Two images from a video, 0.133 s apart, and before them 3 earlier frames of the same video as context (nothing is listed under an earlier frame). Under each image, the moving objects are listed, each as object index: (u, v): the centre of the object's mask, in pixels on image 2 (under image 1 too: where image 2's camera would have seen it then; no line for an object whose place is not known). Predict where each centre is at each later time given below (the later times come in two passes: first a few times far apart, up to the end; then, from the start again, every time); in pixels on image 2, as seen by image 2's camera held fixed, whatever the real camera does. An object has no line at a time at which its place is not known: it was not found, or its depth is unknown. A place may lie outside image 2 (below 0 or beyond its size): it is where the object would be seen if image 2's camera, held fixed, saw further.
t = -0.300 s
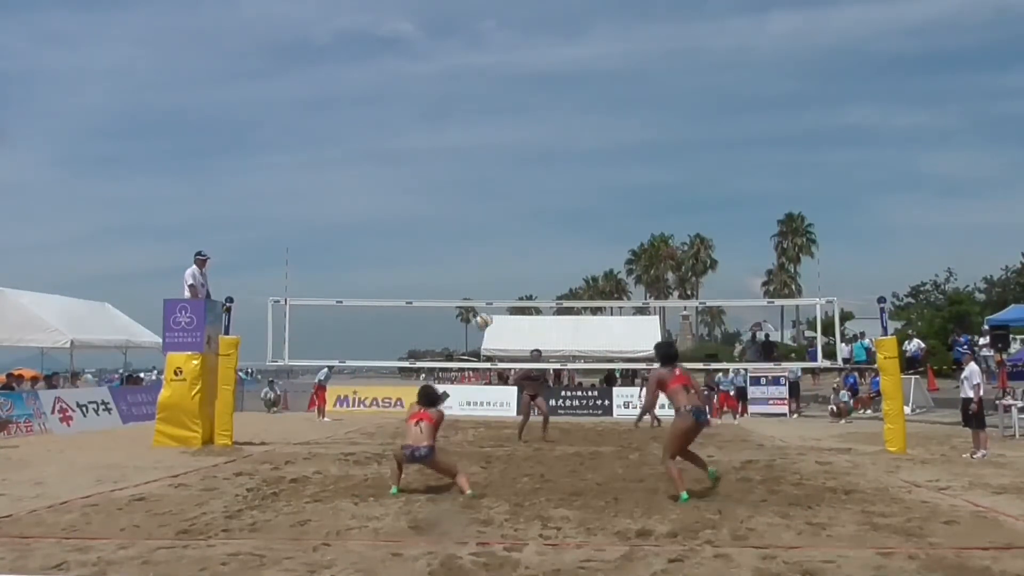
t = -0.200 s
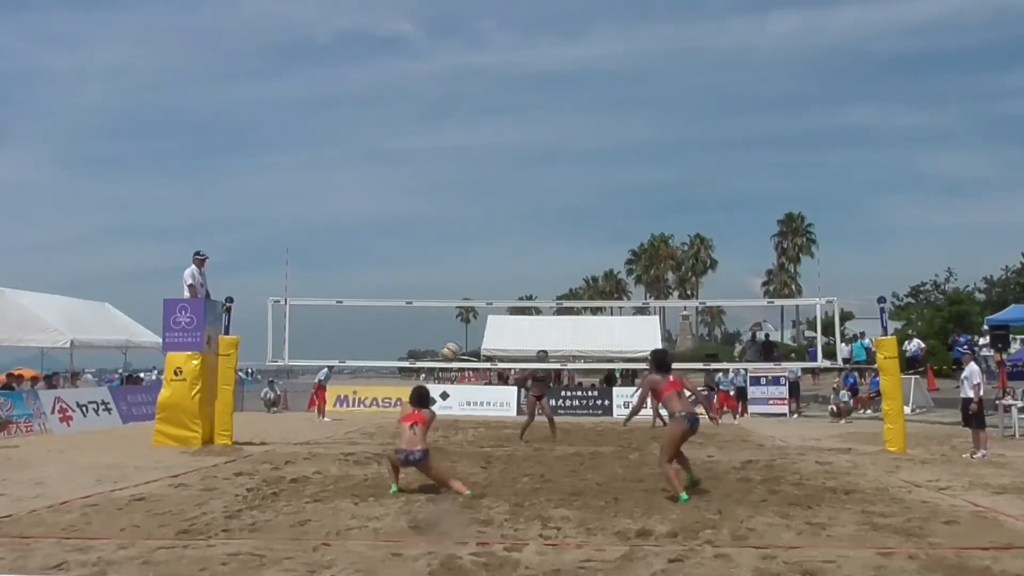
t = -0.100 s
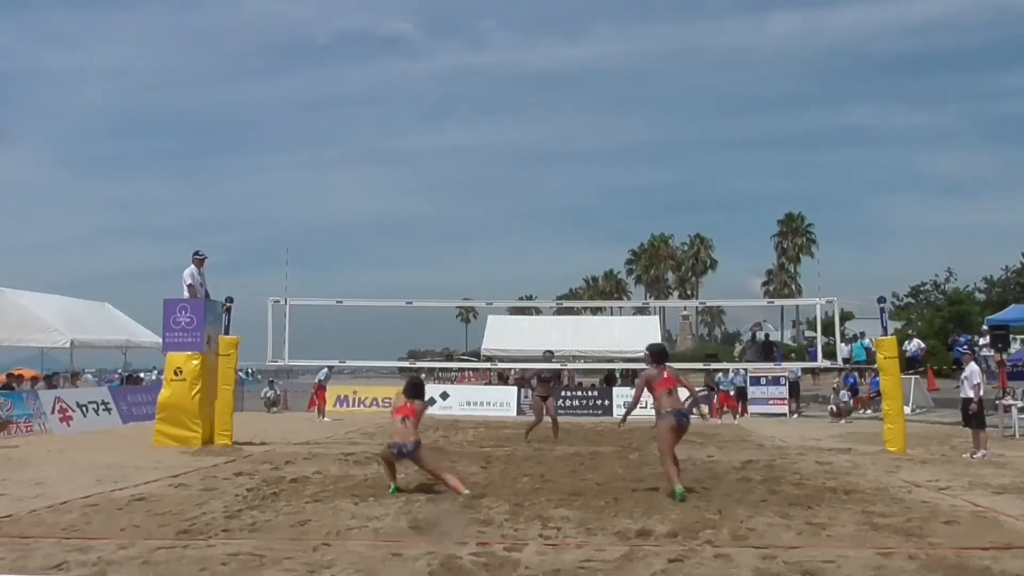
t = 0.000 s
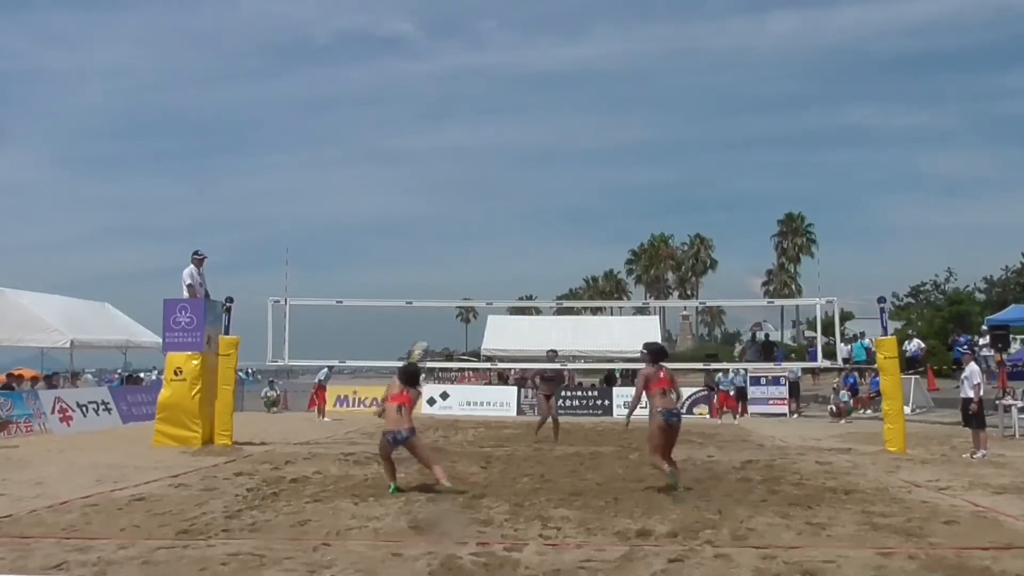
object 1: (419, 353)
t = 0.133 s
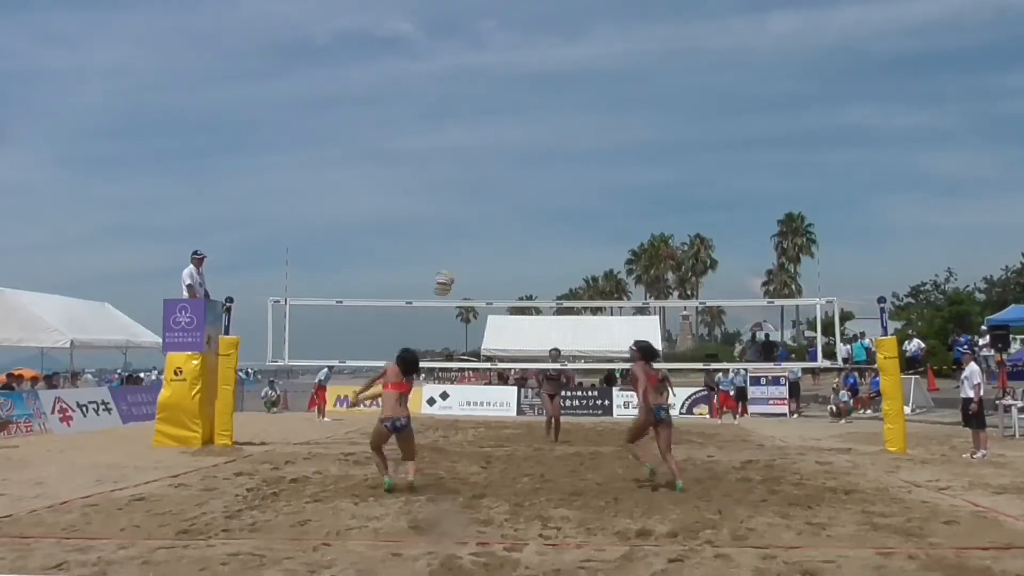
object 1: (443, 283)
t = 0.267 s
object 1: (466, 231)
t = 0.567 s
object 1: (515, 177)
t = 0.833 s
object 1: (554, 191)
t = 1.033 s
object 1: (582, 236)
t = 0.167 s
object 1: (448, 268)
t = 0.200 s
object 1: (454, 255)
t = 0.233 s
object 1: (460, 242)
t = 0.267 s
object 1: (466, 231)
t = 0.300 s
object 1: (471, 221)
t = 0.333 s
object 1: (477, 212)
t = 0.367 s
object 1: (483, 204)
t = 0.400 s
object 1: (488, 197)
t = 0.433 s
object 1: (493, 191)
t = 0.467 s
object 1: (499, 186)
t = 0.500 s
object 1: (504, 182)
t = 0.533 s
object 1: (509, 179)
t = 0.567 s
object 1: (515, 177)
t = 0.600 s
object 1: (520, 176)
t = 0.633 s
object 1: (524, 176)
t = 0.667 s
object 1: (529, 176)
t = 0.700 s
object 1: (535, 177)
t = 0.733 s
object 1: (540, 179)
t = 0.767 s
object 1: (544, 183)
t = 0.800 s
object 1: (549, 187)
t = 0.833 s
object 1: (554, 191)
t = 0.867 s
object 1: (559, 196)
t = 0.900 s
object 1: (564, 203)
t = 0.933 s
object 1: (568, 210)
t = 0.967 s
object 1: (573, 218)
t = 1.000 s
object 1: (577, 227)
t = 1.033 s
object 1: (582, 236)
